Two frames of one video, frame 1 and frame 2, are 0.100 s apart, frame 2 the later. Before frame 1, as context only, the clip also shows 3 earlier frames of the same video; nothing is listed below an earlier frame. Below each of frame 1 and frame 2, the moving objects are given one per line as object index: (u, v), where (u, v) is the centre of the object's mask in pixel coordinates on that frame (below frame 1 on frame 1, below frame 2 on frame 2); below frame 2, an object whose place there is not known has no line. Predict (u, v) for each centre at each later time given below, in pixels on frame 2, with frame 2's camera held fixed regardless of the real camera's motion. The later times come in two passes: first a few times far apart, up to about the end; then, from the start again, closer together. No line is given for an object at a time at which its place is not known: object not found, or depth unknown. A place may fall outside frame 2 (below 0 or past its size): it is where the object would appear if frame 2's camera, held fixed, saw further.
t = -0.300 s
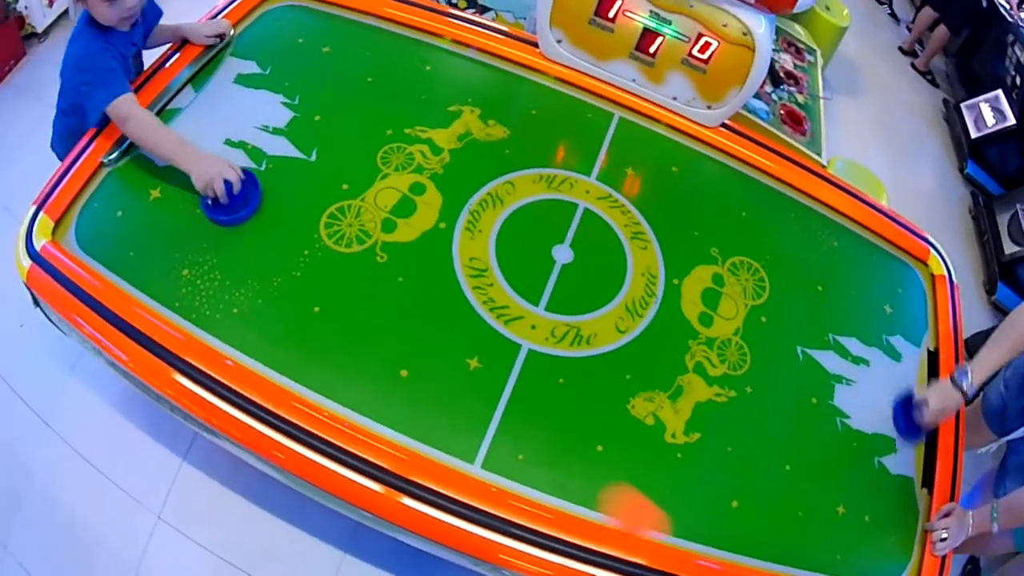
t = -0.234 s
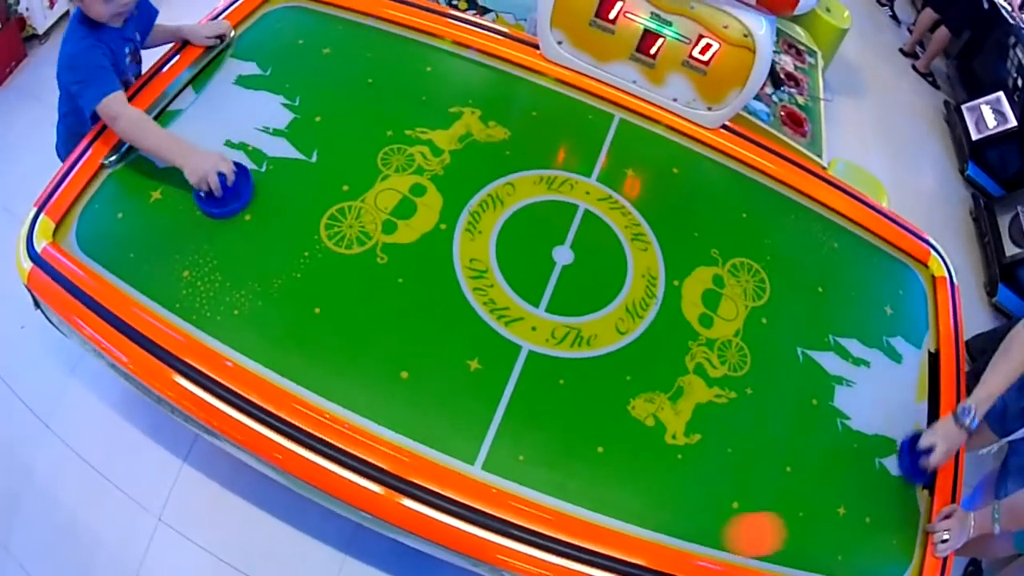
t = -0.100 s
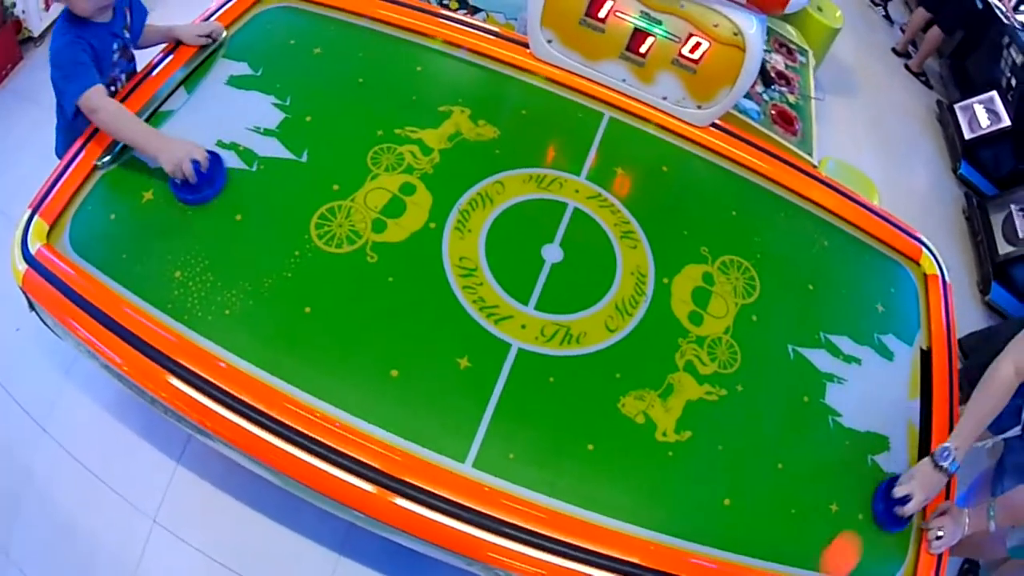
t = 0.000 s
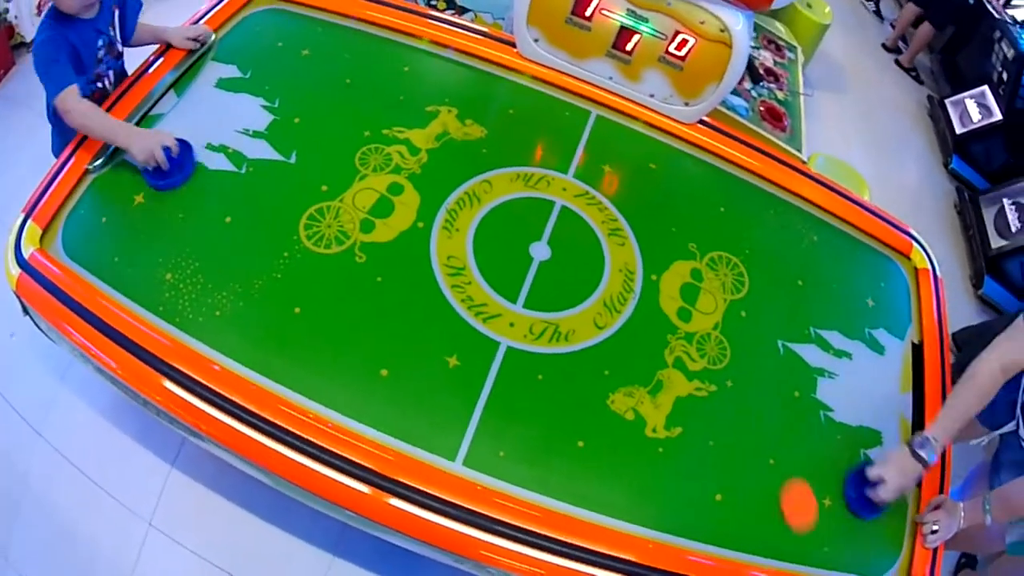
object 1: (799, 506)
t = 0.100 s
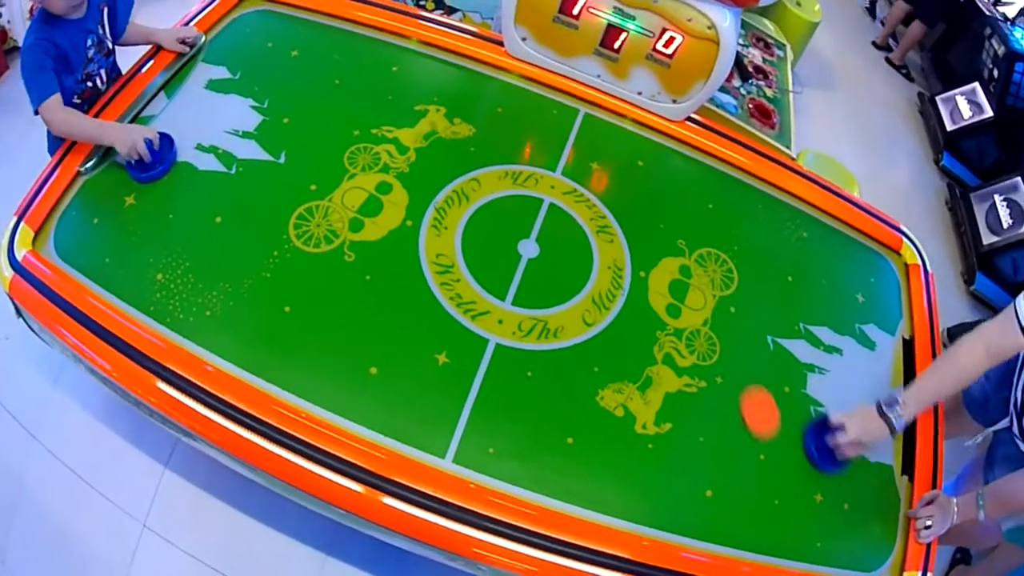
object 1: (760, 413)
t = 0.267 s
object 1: (705, 275)
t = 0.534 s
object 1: (621, 133)
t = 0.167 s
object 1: (739, 355)
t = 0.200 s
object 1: (728, 328)
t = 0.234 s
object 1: (717, 302)
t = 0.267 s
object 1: (705, 275)
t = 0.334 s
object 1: (683, 227)
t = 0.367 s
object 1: (673, 205)
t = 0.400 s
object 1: (662, 184)
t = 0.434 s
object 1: (652, 164)
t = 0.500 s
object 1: (632, 130)
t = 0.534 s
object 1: (621, 133)
